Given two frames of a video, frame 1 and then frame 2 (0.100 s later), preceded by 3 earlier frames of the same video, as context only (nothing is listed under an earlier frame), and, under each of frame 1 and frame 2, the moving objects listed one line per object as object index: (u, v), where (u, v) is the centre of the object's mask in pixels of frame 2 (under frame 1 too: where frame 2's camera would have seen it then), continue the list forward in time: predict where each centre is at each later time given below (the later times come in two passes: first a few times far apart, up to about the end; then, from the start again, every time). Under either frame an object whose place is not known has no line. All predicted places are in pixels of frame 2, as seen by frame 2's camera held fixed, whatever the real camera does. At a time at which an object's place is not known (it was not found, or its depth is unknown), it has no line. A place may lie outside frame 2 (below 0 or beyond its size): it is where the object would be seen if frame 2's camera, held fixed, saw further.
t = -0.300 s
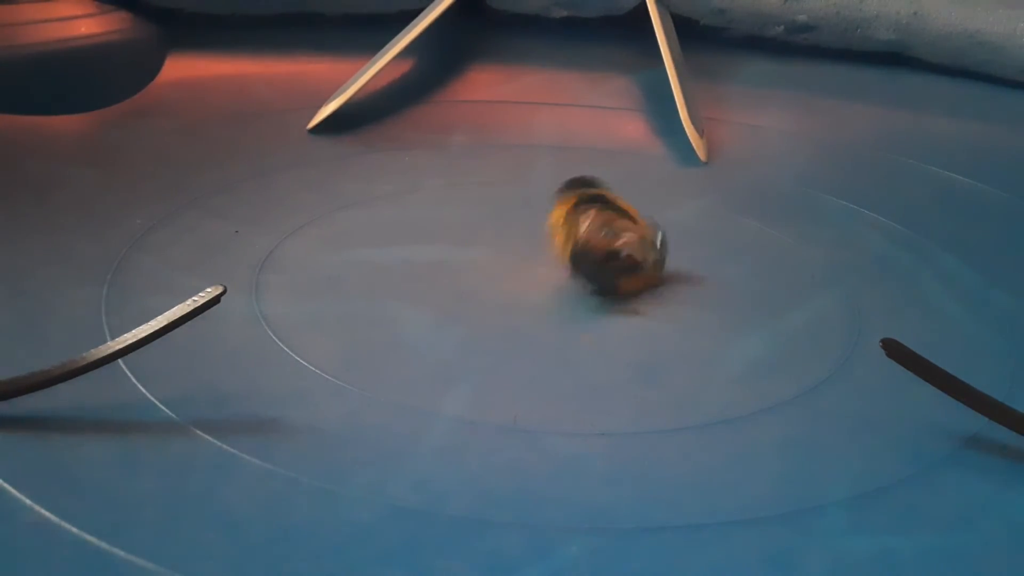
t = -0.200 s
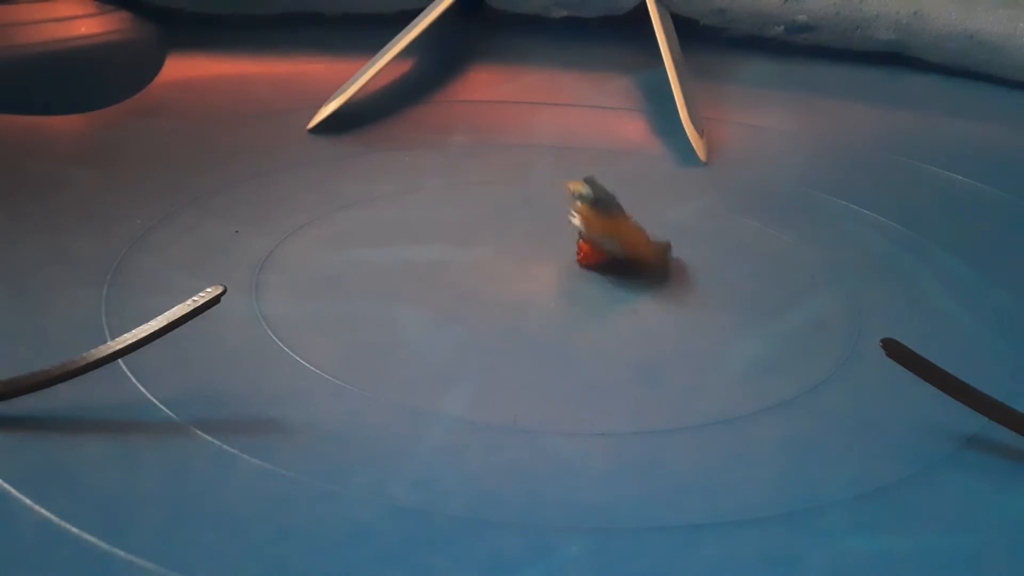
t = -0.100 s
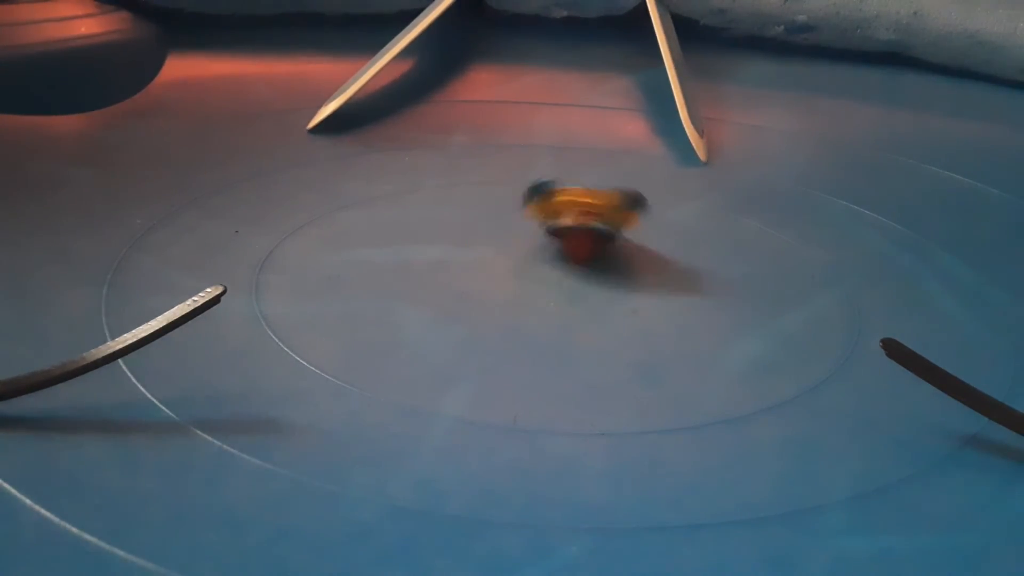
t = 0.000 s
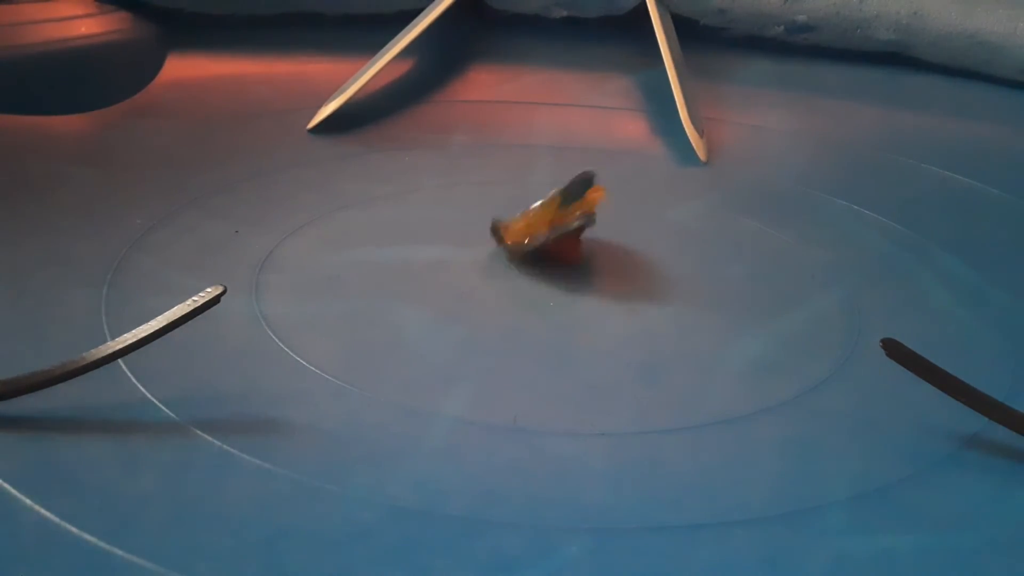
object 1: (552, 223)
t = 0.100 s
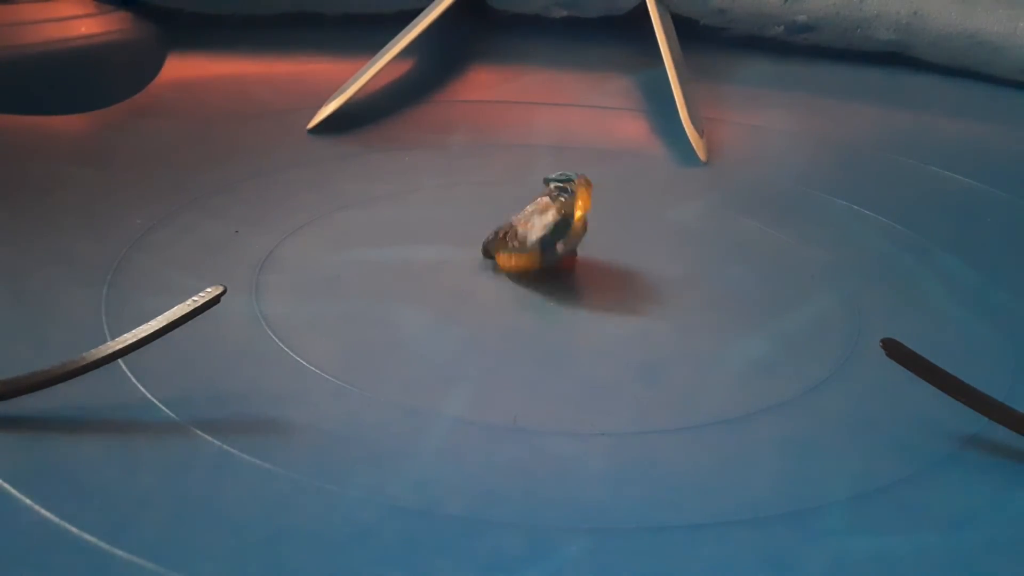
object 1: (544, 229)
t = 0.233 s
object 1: (563, 237)
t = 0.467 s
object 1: (607, 238)
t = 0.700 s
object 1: (613, 232)
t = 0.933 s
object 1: (610, 236)
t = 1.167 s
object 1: (590, 242)
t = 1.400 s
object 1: (563, 236)
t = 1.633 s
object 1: (568, 237)
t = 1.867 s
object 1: (571, 238)
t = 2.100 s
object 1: (568, 237)
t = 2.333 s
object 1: (568, 237)
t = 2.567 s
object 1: (568, 237)
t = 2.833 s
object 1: (567, 237)
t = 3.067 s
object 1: (568, 238)
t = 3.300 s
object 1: (568, 238)
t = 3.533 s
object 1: (568, 238)
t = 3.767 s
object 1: (567, 238)
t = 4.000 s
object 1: (568, 238)
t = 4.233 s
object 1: (567, 237)
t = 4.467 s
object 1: (567, 237)
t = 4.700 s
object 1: (567, 237)
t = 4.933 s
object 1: (568, 237)
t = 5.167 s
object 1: (567, 237)
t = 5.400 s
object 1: (568, 237)
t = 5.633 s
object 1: (567, 238)
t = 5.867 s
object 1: (567, 238)
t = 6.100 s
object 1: (567, 238)
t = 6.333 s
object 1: (567, 238)
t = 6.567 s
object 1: (567, 238)
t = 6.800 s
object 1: (568, 237)
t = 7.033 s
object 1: (568, 237)
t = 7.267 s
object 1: (567, 237)
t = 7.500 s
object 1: (567, 238)
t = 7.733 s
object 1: (567, 237)
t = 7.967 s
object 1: (567, 237)
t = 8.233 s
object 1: (567, 238)
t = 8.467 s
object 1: (567, 237)
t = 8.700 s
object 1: (568, 238)
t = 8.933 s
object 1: (567, 238)
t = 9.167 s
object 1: (567, 237)
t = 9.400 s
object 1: (567, 237)
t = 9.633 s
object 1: (568, 238)
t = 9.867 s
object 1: (568, 238)
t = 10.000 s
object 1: (568, 238)
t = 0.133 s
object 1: (545, 232)
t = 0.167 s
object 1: (546, 233)
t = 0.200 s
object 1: (554, 234)
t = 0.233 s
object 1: (563, 237)
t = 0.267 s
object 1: (570, 237)
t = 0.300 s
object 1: (579, 239)
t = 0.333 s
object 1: (588, 242)
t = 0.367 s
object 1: (595, 242)
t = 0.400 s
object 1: (601, 241)
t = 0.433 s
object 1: (605, 239)
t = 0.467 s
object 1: (607, 238)
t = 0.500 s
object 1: (609, 237)
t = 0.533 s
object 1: (611, 236)
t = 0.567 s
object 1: (612, 235)
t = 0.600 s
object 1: (613, 235)
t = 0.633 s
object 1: (613, 234)
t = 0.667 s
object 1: (613, 234)
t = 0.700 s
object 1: (613, 232)
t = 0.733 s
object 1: (613, 232)
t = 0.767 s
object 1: (613, 233)
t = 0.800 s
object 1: (613, 235)
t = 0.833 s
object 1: (613, 235)
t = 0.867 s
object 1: (612, 235)
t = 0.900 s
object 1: (611, 236)
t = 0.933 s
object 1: (610, 236)
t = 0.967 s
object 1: (608, 236)
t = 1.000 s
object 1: (607, 237)
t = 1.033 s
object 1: (605, 238)
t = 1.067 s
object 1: (602, 239)
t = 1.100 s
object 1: (599, 240)
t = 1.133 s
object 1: (595, 241)
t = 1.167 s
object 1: (590, 242)
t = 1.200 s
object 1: (584, 242)
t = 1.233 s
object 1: (579, 241)
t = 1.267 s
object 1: (576, 239)
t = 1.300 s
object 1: (572, 238)
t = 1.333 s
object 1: (568, 238)
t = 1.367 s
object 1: (565, 236)
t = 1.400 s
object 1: (563, 236)
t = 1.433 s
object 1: (562, 236)
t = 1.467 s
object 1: (561, 236)
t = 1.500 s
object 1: (562, 235)
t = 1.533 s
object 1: (562, 236)
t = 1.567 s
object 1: (564, 236)
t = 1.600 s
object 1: (566, 237)
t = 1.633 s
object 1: (568, 237)
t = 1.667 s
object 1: (571, 238)
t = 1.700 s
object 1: (573, 239)
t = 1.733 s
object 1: (573, 238)
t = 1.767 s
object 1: (573, 239)
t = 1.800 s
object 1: (573, 238)
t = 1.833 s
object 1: (572, 238)
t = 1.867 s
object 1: (571, 238)
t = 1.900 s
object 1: (570, 238)
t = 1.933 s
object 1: (569, 238)
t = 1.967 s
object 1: (568, 238)
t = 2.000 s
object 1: (567, 237)
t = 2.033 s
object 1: (567, 238)
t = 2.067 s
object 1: (568, 238)
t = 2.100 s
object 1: (568, 237)
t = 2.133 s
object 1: (568, 237)
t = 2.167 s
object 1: (568, 237)
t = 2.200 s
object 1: (568, 237)
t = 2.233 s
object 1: (568, 237)
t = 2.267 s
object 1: (568, 237)
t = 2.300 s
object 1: (567, 238)
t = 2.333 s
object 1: (568, 237)
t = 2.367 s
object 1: (568, 238)
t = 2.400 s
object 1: (568, 238)
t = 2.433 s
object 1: (567, 238)
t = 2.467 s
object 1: (567, 238)
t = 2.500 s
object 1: (568, 238)
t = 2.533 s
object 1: (568, 237)
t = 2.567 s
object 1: (568, 237)
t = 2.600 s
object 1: (568, 237)
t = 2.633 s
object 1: (568, 237)
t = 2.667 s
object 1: (568, 237)
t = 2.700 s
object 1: (567, 237)
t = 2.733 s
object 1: (568, 237)
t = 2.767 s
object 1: (568, 237)
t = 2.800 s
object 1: (568, 237)
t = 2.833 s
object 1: (567, 237)
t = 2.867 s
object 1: (568, 237)
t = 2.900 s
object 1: (567, 237)
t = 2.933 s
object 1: (567, 237)
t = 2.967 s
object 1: (568, 237)
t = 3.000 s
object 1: (568, 238)
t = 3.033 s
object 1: (568, 238)
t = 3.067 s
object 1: (568, 238)
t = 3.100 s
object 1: (568, 238)
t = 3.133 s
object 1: (568, 238)
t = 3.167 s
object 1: (568, 237)
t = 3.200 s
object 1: (568, 237)
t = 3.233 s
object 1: (567, 238)
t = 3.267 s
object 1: (567, 238)
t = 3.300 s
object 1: (568, 238)
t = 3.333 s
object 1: (568, 238)
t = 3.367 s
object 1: (568, 237)
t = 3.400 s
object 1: (568, 237)
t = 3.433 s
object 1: (568, 237)
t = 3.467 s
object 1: (567, 237)
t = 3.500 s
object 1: (568, 238)
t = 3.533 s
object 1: (568, 238)
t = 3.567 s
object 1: (567, 238)
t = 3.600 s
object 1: (568, 238)
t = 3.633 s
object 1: (568, 238)
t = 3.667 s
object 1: (567, 238)
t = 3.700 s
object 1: (567, 238)
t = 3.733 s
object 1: (568, 238)
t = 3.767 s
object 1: (567, 238)
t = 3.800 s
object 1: (567, 238)
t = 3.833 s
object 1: (567, 238)
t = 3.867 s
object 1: (567, 238)
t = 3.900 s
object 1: (567, 238)
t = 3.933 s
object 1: (567, 238)
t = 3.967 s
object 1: (568, 237)
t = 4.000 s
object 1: (568, 238)
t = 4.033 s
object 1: (567, 238)
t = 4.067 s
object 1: (567, 238)
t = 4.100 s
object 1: (567, 238)
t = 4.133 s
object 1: (567, 237)
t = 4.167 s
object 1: (568, 237)
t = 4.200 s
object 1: (567, 237)
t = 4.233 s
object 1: (567, 237)
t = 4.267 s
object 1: (568, 237)
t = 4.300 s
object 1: (568, 237)
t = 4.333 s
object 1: (567, 237)
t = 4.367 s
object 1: (568, 237)
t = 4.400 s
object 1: (568, 237)
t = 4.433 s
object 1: (568, 237)
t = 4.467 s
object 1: (567, 237)
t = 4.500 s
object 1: (567, 238)
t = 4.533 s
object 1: (567, 237)
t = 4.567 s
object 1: (567, 237)
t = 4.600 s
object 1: (567, 237)
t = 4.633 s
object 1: (567, 237)
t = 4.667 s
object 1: (567, 237)
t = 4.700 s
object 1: (567, 237)
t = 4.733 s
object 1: (567, 237)
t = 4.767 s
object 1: (567, 237)
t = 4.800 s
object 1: (567, 237)
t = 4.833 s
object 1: (568, 237)
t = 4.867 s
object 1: (568, 237)
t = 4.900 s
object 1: (568, 237)
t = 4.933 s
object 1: (568, 237)
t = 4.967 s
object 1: (567, 237)
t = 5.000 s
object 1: (567, 237)
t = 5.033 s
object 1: (567, 237)
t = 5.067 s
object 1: (568, 237)
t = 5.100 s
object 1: (568, 237)
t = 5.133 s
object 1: (567, 237)
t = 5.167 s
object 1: (567, 237)
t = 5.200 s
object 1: (567, 237)
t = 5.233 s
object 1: (567, 237)
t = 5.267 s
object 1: (568, 237)
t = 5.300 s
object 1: (568, 237)
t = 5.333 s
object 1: (568, 237)
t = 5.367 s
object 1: (568, 237)
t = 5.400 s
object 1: (568, 237)
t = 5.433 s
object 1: (568, 237)
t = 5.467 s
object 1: (568, 237)
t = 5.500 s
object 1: (567, 237)
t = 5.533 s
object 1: (567, 237)
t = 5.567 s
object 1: (567, 238)
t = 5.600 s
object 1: (567, 237)
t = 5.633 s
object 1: (567, 238)
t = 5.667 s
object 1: (567, 238)
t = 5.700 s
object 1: (567, 237)
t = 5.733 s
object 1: (568, 237)
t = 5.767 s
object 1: (567, 238)
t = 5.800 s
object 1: (567, 238)
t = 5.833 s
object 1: (567, 237)
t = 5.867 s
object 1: (567, 238)
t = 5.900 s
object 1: (567, 238)
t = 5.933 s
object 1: (567, 238)
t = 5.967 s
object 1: (567, 238)
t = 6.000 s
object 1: (568, 237)
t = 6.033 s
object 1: (568, 238)
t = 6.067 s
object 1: (568, 238)
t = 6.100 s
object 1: (567, 238)
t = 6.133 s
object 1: (567, 238)
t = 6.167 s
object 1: (567, 238)
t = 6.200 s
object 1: (567, 238)
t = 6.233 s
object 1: (567, 238)
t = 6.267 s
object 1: (567, 238)
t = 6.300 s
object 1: (567, 238)
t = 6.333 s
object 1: (567, 238)
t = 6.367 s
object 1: (567, 238)
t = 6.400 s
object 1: (567, 238)
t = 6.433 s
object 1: (568, 238)
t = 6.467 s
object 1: (568, 238)
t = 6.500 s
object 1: (567, 238)
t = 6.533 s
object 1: (567, 238)
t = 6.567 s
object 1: (567, 238)
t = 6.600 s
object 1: (567, 238)
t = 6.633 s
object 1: (568, 238)
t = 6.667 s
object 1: (567, 238)
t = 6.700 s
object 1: (567, 237)
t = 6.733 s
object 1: (567, 237)
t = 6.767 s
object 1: (568, 238)
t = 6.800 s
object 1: (568, 237)
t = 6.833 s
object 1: (567, 238)
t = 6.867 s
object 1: (568, 238)
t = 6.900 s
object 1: (568, 238)
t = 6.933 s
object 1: (568, 238)
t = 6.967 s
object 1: (568, 238)
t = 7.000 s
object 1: (568, 237)
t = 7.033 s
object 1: (568, 237)
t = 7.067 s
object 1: (568, 237)
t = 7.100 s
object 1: (568, 237)
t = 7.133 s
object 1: (568, 237)
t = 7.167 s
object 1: (568, 238)
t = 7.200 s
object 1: (568, 238)
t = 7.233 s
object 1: (568, 238)
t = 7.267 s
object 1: (567, 237)
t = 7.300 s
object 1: (567, 237)
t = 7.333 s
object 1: (568, 238)
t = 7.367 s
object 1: (568, 238)
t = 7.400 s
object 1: (568, 238)
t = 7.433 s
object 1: (567, 238)
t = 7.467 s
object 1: (567, 237)
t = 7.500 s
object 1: (567, 238)
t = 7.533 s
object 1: (568, 238)
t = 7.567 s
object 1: (567, 237)
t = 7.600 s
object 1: (568, 238)
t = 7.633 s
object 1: (567, 238)
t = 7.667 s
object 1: (567, 237)
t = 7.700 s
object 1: (567, 238)
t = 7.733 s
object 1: (567, 237)
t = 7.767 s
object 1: (568, 237)
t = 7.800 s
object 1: (567, 237)
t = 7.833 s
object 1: (567, 237)
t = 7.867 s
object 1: (567, 237)
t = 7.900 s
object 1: (568, 237)
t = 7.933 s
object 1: (568, 237)
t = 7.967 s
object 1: (567, 237)
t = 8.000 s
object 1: (567, 237)
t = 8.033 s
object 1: (567, 237)
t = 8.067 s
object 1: (568, 237)
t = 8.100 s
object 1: (568, 238)
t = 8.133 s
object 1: (568, 237)
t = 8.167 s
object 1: (568, 237)
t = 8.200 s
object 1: (567, 237)
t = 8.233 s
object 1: (567, 238)
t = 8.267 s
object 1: (567, 237)
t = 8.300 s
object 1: (567, 238)
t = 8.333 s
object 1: (567, 237)
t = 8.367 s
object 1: (567, 237)
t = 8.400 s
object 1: (568, 237)
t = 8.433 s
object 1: (568, 237)
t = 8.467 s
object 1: (567, 237)
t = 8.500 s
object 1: (567, 237)
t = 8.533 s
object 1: (567, 237)
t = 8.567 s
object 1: (567, 237)
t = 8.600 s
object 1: (567, 237)
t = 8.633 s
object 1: (567, 238)
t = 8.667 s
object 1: (567, 238)
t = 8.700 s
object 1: (568, 238)
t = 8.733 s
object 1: (568, 238)
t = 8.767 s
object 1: (568, 238)
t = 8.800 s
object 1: (568, 238)
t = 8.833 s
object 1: (567, 238)
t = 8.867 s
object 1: (568, 238)
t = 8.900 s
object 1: (567, 237)
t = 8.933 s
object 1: (567, 238)
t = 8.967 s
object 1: (568, 237)
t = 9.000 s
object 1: (568, 237)
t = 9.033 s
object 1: (567, 237)
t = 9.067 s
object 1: (567, 237)
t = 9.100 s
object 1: (567, 237)
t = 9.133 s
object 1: (568, 237)
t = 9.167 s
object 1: (567, 237)
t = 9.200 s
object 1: (567, 237)
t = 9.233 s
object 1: (567, 237)
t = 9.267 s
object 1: (568, 237)
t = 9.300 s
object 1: (567, 237)
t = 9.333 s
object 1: (567, 237)
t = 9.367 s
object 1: (567, 237)
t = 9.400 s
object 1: (567, 237)
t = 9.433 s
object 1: (567, 237)
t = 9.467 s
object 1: (568, 237)
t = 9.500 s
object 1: (567, 237)
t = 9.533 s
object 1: (568, 237)
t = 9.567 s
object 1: (568, 237)
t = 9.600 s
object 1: (568, 238)
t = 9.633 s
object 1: (568, 238)
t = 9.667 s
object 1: (568, 238)
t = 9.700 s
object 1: (568, 238)
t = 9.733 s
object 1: (568, 238)
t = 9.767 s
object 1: (568, 238)
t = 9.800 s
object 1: (568, 238)
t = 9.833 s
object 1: (568, 238)
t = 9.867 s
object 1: (568, 238)
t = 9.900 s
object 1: (568, 238)
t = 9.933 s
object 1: (568, 238)
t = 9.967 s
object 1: (568, 238)
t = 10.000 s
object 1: (568, 238)
